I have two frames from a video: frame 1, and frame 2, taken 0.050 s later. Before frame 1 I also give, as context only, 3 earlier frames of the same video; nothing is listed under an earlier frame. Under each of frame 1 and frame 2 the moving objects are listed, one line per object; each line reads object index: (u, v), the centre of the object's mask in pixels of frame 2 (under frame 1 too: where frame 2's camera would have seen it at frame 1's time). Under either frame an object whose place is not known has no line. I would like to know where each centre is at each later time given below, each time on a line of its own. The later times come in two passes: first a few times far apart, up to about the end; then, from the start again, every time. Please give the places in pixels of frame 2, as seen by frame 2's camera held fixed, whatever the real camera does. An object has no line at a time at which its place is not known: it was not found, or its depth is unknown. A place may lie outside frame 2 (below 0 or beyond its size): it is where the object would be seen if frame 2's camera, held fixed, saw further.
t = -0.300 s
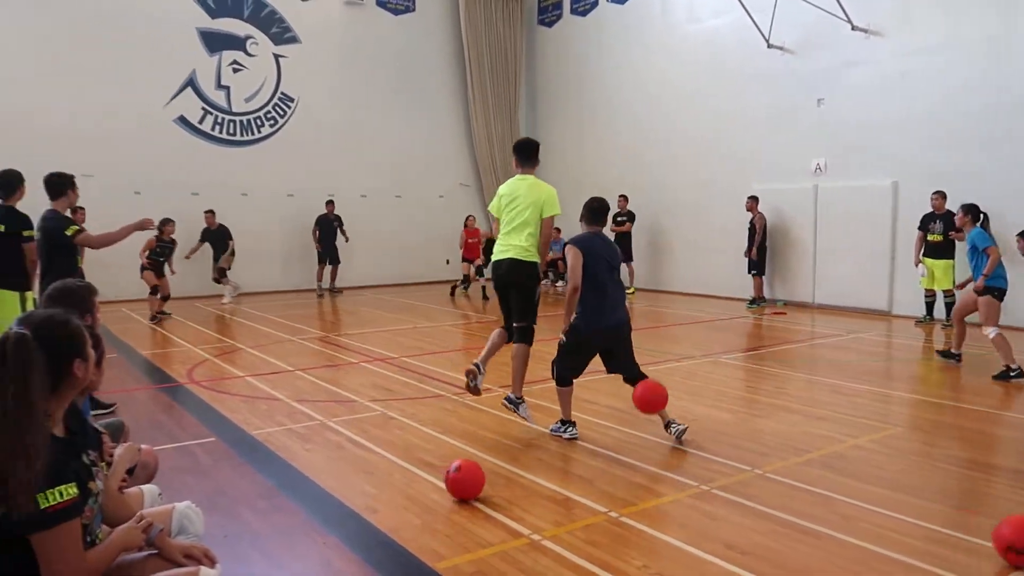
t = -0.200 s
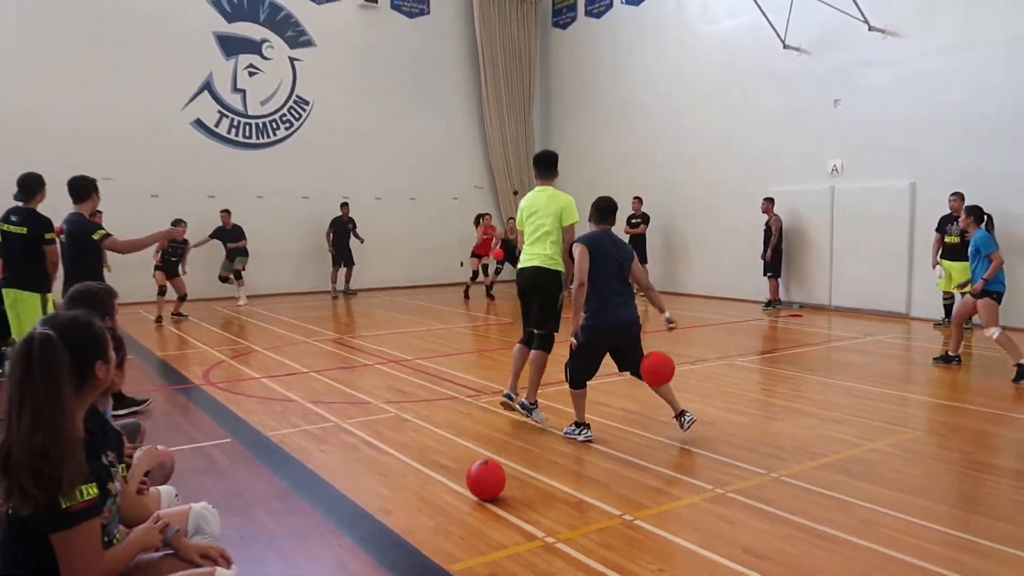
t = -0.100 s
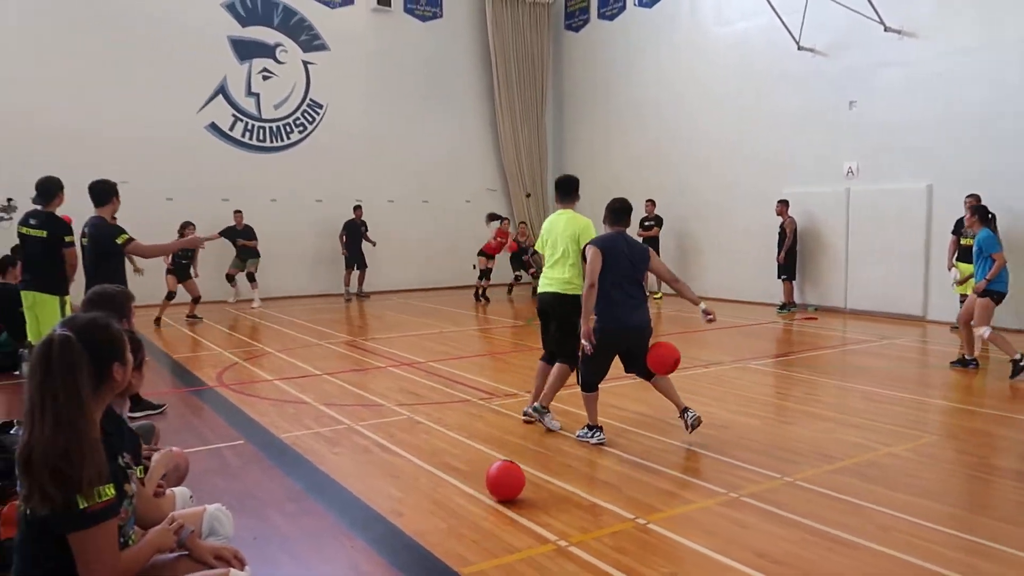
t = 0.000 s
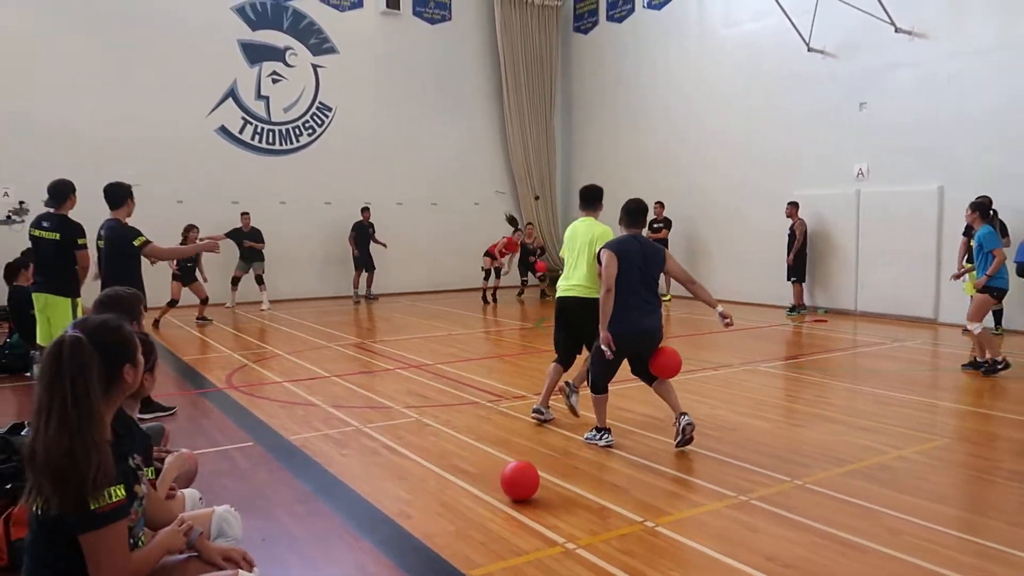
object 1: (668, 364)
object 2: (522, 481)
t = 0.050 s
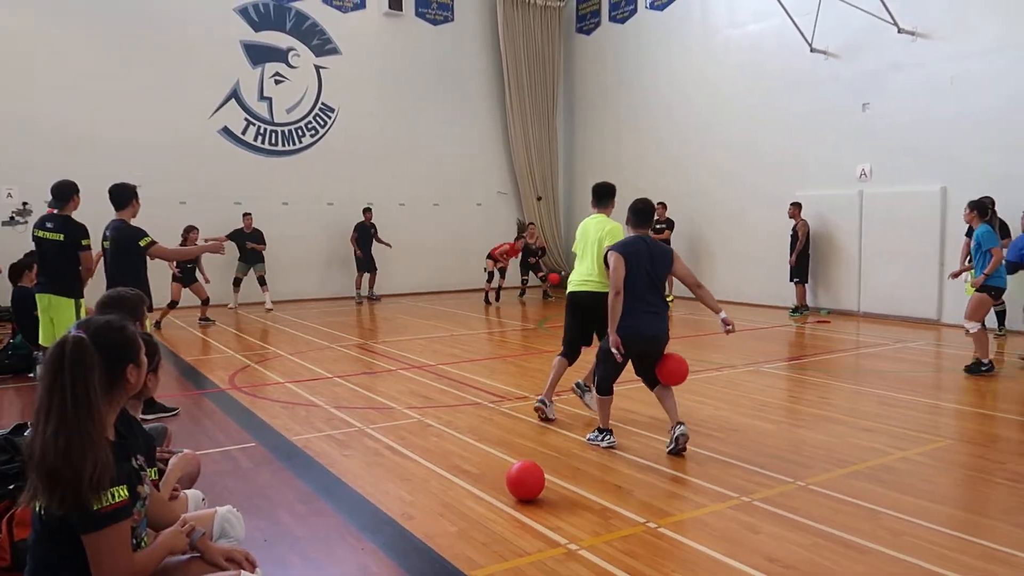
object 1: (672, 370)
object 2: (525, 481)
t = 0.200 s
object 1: (708, 399)
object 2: (535, 478)
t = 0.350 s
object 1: (749, 443)
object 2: (544, 475)
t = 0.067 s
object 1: (675, 372)
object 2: (526, 480)
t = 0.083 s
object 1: (677, 376)
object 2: (527, 480)
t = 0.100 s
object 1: (680, 378)
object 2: (528, 480)
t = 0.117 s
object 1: (685, 381)
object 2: (530, 480)
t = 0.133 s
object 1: (689, 384)
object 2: (531, 479)
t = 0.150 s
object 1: (694, 387)
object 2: (532, 479)
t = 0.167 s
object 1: (698, 391)
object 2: (533, 479)
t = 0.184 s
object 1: (703, 395)
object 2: (534, 478)
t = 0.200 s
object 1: (708, 399)
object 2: (535, 478)
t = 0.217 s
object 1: (713, 405)
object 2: (536, 478)
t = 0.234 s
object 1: (717, 410)
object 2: (537, 477)
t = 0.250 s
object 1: (722, 416)
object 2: (538, 477)
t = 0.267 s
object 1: (727, 422)
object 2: (539, 477)
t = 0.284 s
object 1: (731, 429)
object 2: (539, 476)
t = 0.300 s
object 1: (736, 436)
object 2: (540, 476)
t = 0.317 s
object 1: (741, 444)
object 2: (541, 476)
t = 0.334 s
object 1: (745, 447)
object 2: (542, 475)
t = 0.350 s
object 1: (749, 443)
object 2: (544, 475)
